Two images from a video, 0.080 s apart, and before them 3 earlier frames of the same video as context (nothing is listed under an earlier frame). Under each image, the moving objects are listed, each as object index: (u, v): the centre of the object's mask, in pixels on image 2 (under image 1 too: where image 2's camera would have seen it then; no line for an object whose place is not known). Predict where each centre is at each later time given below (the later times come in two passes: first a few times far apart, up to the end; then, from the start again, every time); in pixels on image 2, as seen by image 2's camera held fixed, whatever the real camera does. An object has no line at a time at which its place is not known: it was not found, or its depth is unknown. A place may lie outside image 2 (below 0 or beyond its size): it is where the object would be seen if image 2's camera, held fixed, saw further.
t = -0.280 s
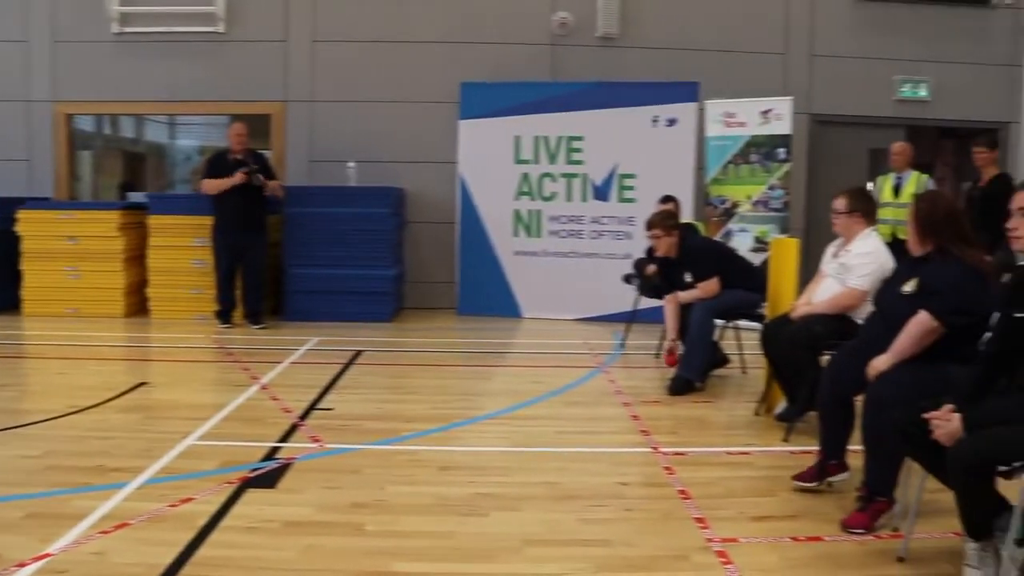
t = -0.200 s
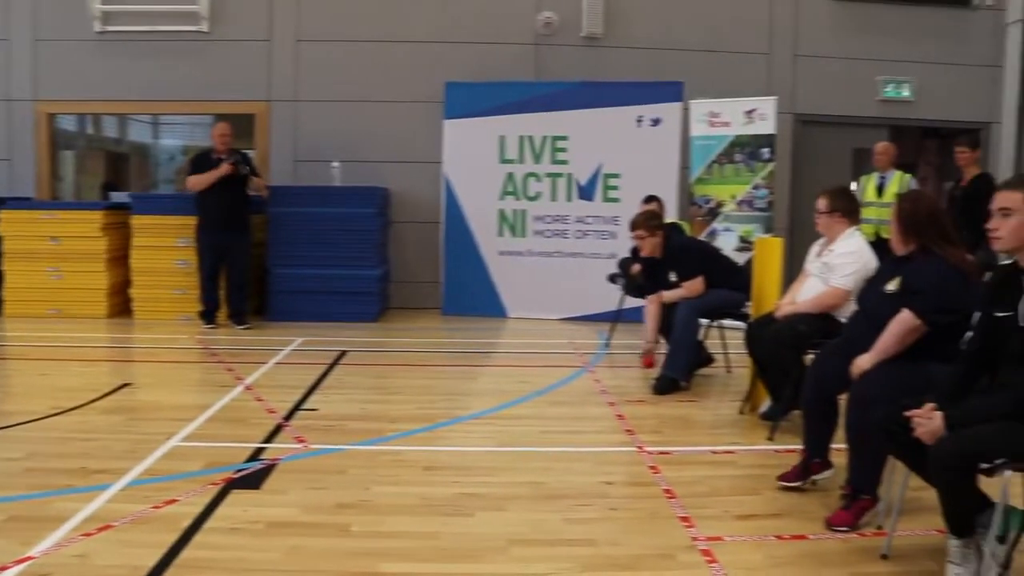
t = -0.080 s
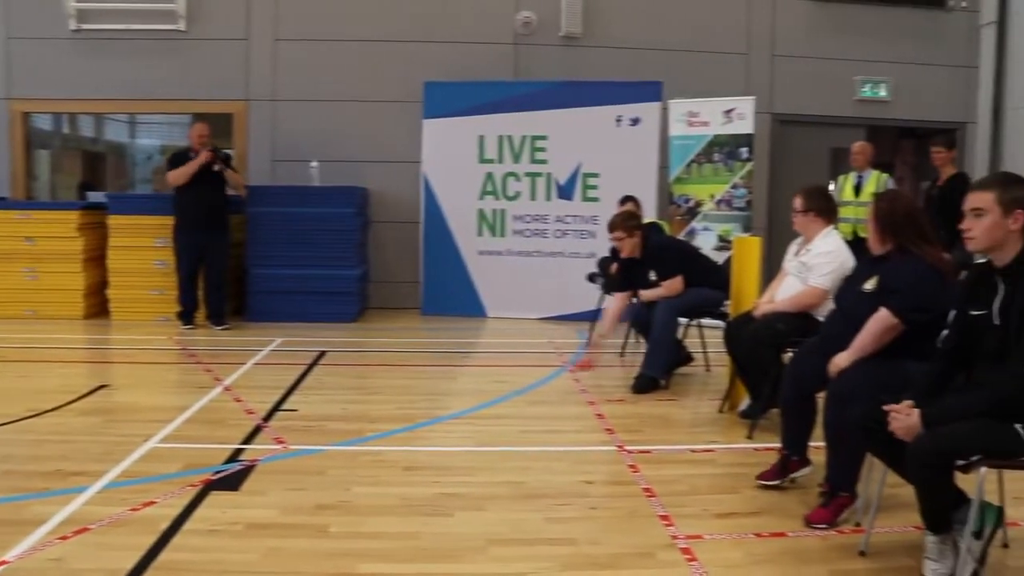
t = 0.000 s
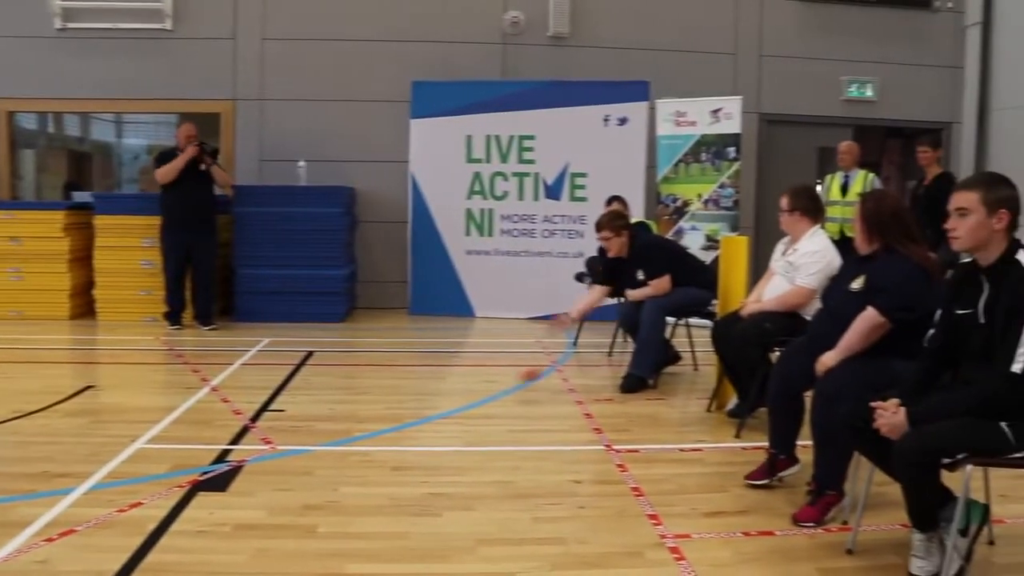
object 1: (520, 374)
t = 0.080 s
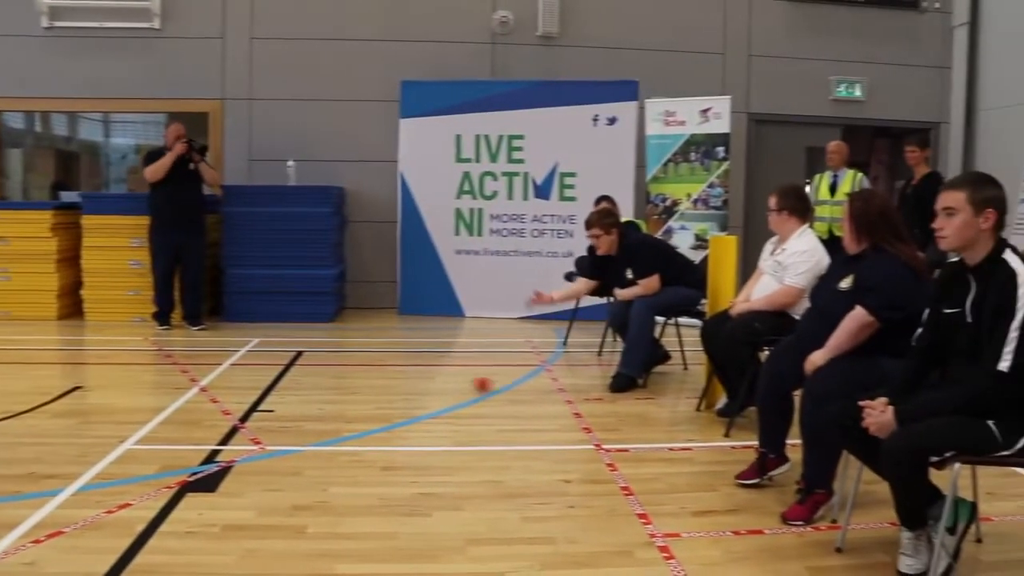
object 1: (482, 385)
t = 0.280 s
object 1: (406, 393)
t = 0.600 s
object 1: (289, 405)
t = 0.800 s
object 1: (220, 412)
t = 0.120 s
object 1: (468, 385)
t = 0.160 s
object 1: (452, 386)
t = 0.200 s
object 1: (435, 391)
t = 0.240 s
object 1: (420, 392)
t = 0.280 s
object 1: (406, 393)
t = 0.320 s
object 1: (390, 395)
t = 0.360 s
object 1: (376, 397)
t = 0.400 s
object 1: (362, 398)
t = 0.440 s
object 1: (347, 400)
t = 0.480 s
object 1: (332, 401)
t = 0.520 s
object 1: (318, 402)
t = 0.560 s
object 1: (304, 404)
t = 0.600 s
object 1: (289, 405)
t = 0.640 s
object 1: (276, 407)
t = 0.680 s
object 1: (261, 408)
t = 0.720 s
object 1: (247, 408)
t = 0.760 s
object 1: (233, 410)
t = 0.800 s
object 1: (220, 412)
